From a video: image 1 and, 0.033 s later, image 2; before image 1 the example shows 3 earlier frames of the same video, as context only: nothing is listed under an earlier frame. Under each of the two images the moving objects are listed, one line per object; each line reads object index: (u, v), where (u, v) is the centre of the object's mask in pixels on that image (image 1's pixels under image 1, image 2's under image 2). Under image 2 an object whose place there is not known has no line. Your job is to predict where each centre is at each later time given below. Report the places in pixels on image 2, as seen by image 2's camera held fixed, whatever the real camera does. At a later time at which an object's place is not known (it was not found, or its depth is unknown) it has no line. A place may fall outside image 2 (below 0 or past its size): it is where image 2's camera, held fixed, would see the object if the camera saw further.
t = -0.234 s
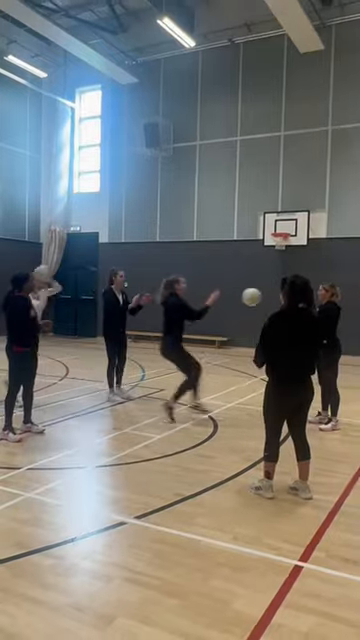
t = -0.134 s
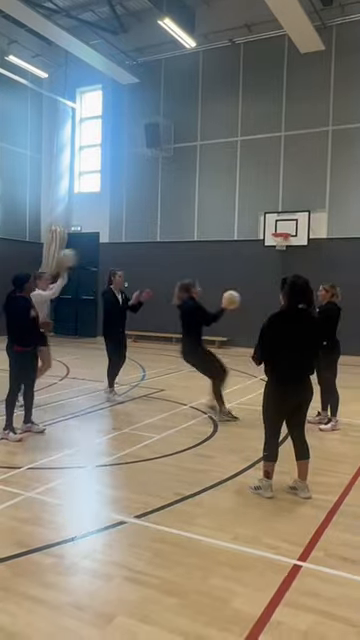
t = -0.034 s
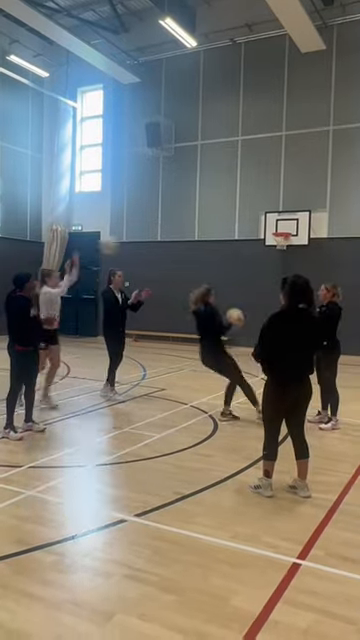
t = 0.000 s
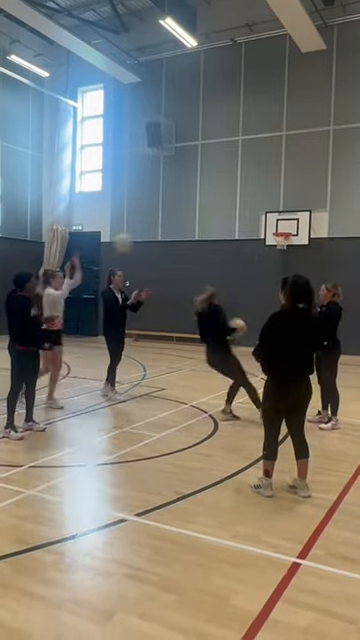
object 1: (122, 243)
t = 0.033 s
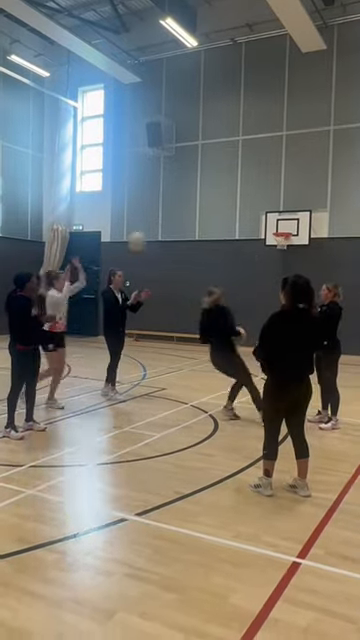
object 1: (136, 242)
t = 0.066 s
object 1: (151, 241)
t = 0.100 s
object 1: (165, 242)
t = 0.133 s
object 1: (179, 242)
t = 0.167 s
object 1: (192, 244)
